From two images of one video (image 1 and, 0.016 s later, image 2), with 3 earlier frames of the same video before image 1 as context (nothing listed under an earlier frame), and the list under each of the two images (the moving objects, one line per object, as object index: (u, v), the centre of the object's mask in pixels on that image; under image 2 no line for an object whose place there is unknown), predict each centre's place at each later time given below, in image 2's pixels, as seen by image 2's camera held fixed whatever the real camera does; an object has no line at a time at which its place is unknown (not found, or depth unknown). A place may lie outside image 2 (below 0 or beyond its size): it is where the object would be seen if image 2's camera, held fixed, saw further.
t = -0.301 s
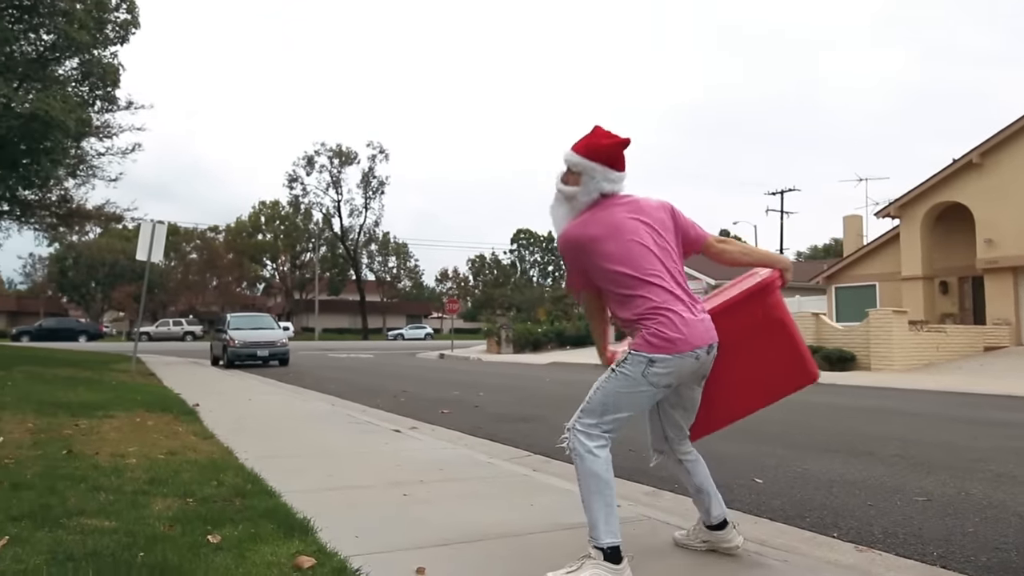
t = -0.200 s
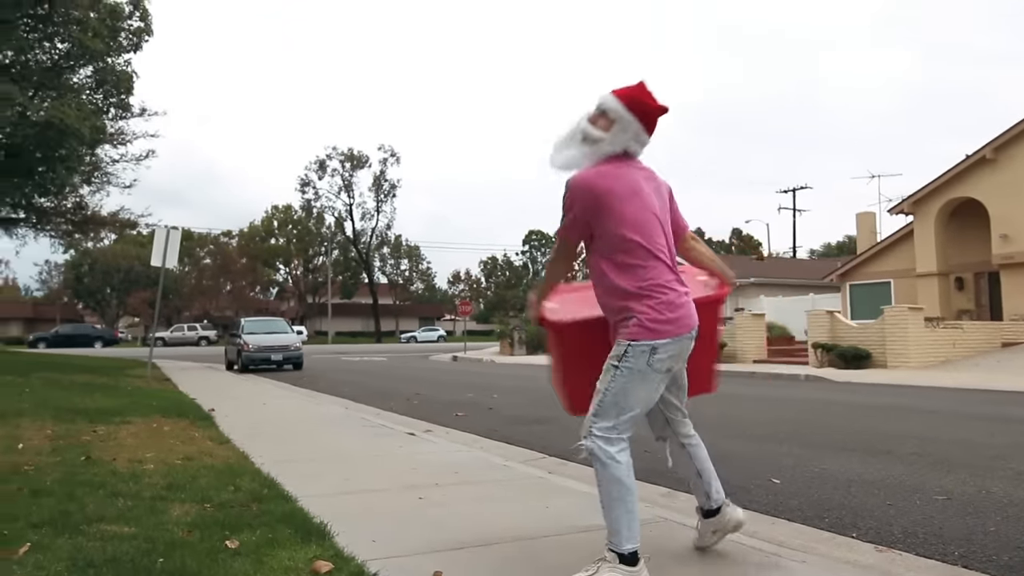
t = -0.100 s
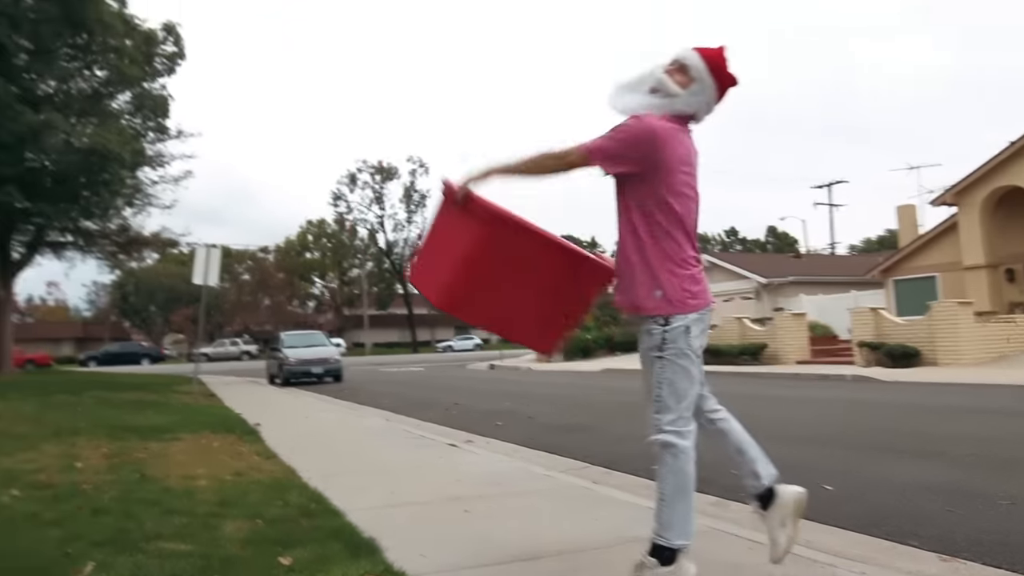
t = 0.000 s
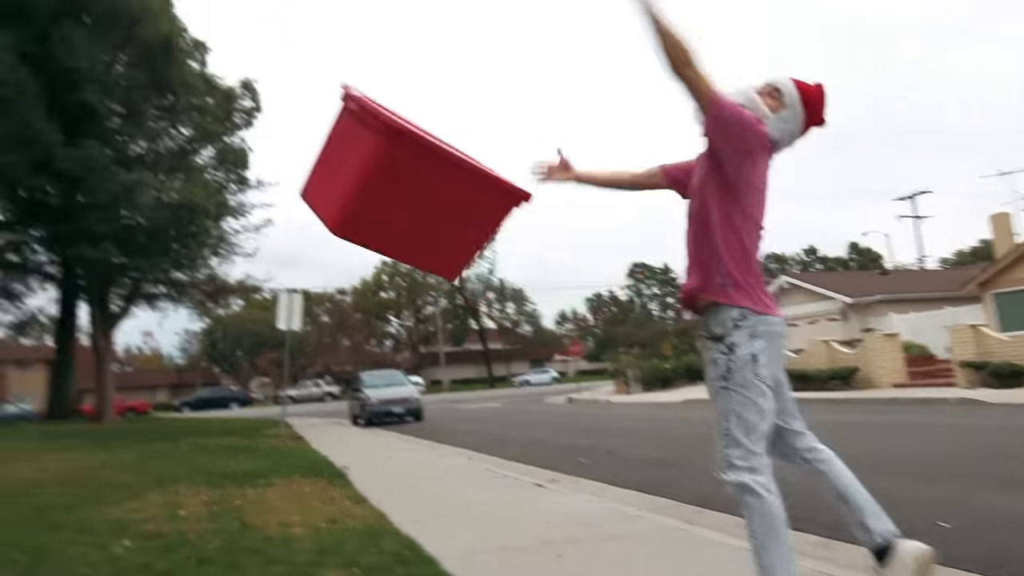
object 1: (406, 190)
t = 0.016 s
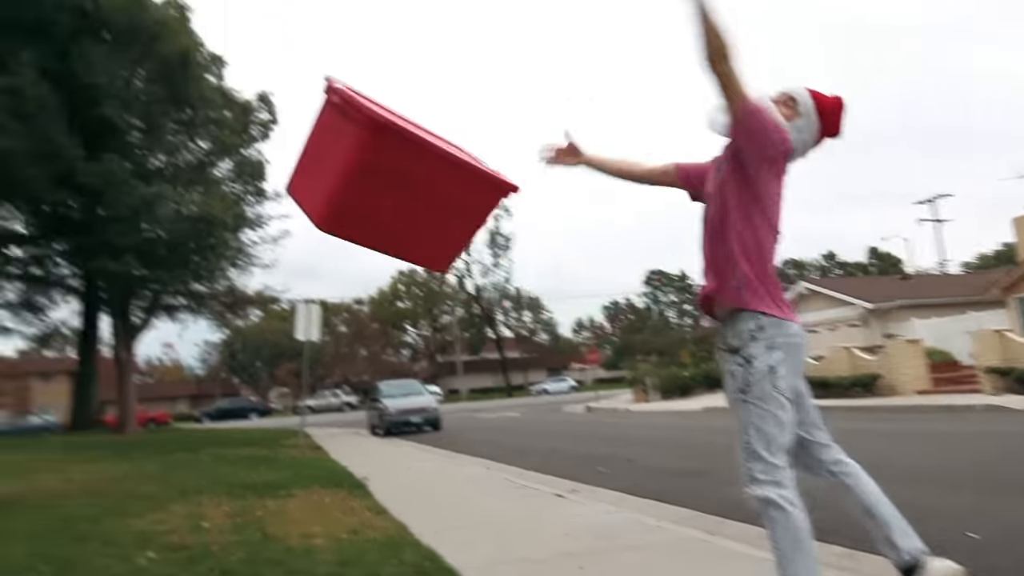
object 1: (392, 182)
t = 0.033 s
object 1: (359, 161)
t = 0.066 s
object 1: (287, 117)
